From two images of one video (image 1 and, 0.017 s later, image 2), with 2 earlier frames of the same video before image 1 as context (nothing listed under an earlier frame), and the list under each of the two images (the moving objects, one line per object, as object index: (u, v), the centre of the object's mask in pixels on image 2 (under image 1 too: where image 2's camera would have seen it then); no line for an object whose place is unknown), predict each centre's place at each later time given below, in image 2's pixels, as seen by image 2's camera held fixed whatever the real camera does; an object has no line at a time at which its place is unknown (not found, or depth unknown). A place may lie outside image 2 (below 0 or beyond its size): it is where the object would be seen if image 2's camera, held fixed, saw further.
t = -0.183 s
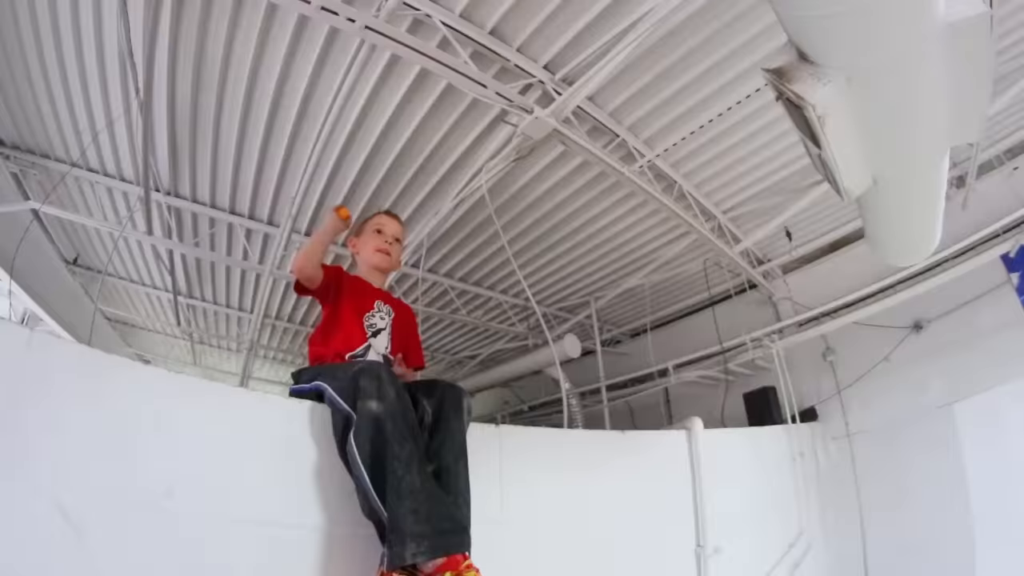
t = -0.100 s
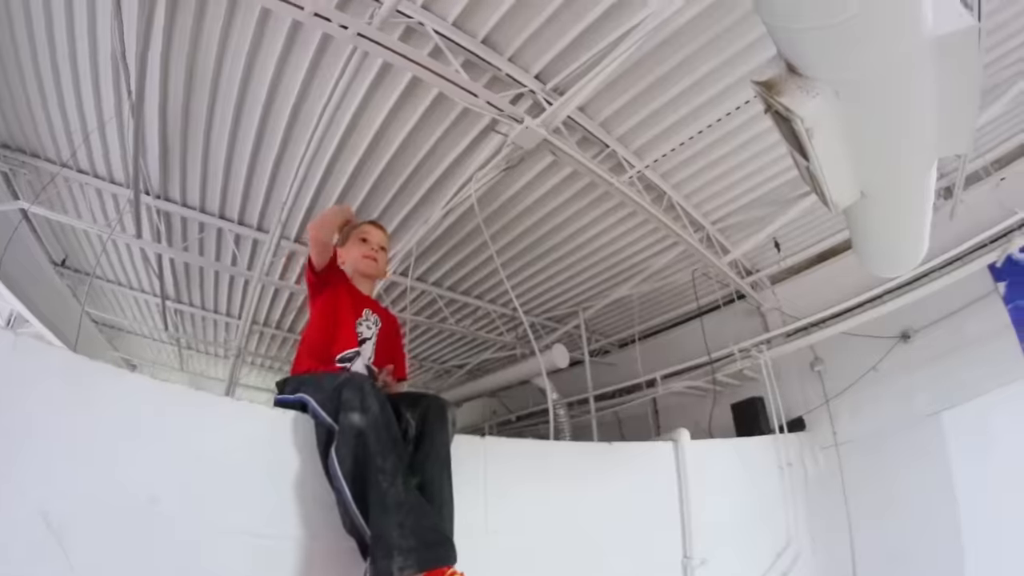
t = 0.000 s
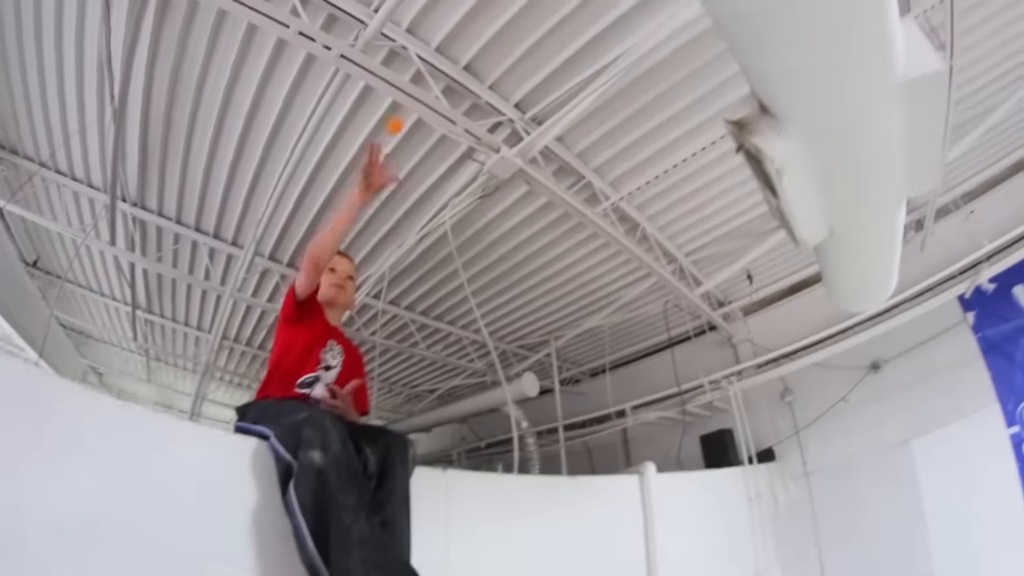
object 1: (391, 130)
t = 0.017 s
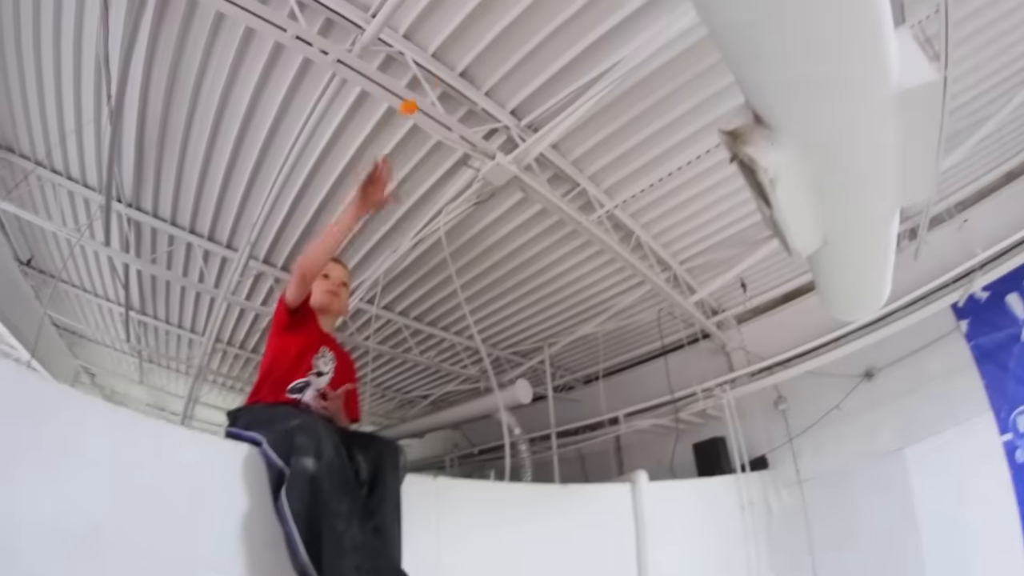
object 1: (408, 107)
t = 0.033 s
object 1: (426, 83)
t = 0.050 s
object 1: (445, 62)
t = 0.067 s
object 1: (463, 40)
